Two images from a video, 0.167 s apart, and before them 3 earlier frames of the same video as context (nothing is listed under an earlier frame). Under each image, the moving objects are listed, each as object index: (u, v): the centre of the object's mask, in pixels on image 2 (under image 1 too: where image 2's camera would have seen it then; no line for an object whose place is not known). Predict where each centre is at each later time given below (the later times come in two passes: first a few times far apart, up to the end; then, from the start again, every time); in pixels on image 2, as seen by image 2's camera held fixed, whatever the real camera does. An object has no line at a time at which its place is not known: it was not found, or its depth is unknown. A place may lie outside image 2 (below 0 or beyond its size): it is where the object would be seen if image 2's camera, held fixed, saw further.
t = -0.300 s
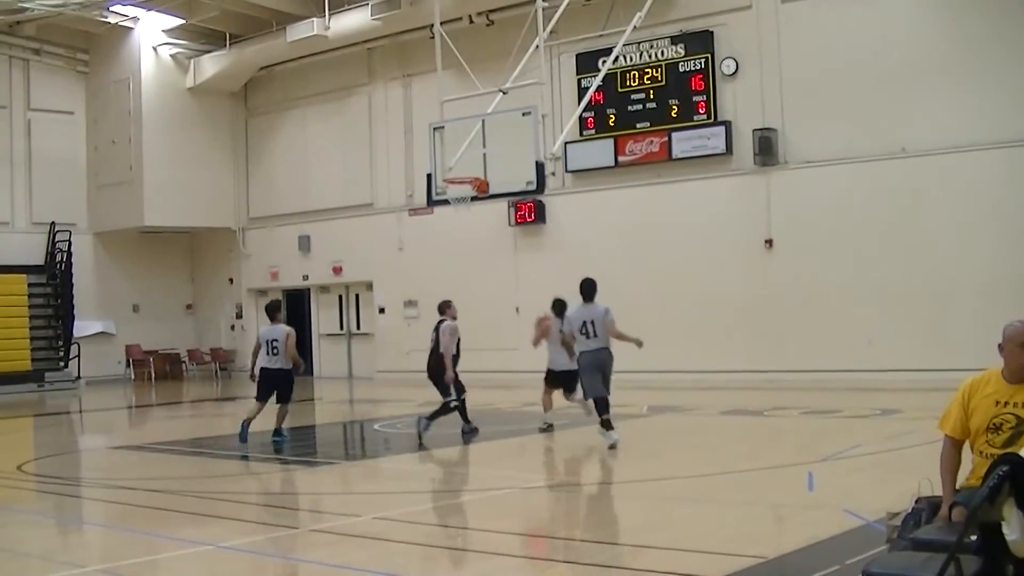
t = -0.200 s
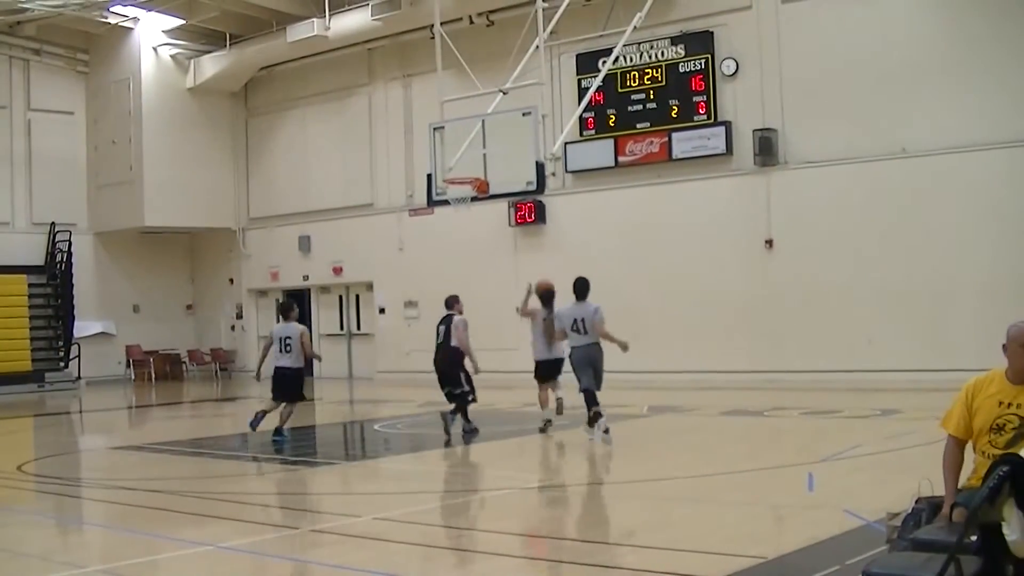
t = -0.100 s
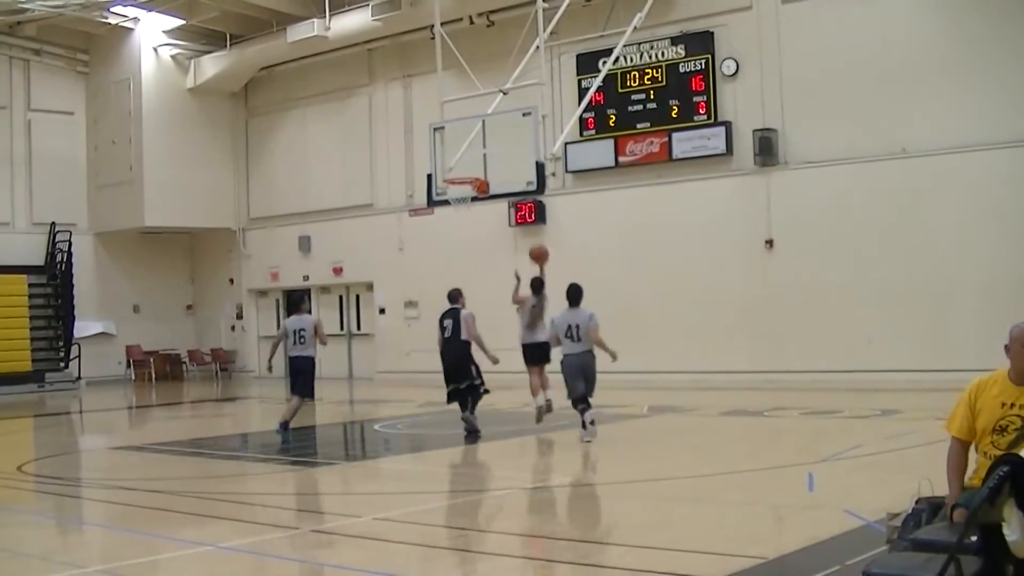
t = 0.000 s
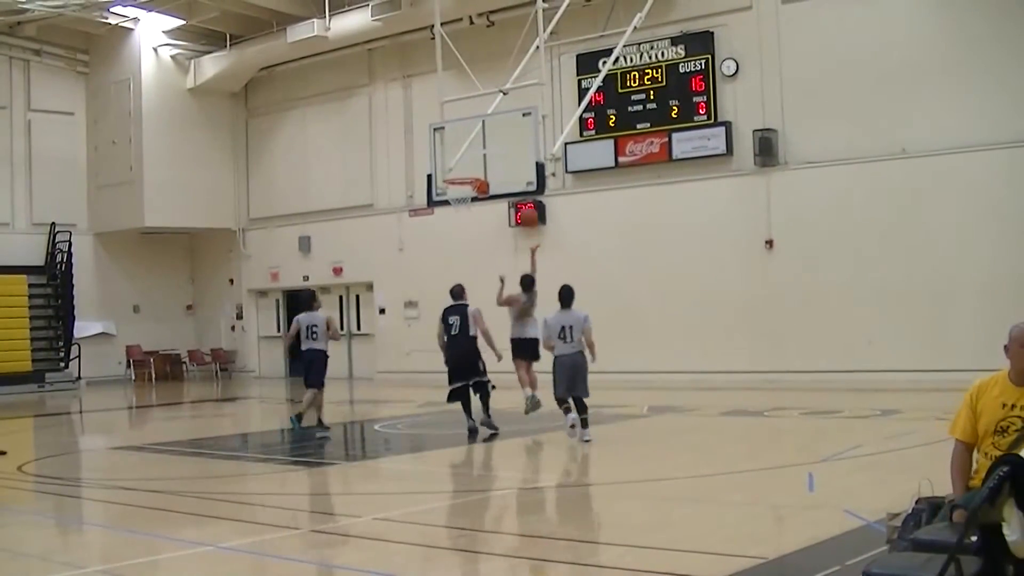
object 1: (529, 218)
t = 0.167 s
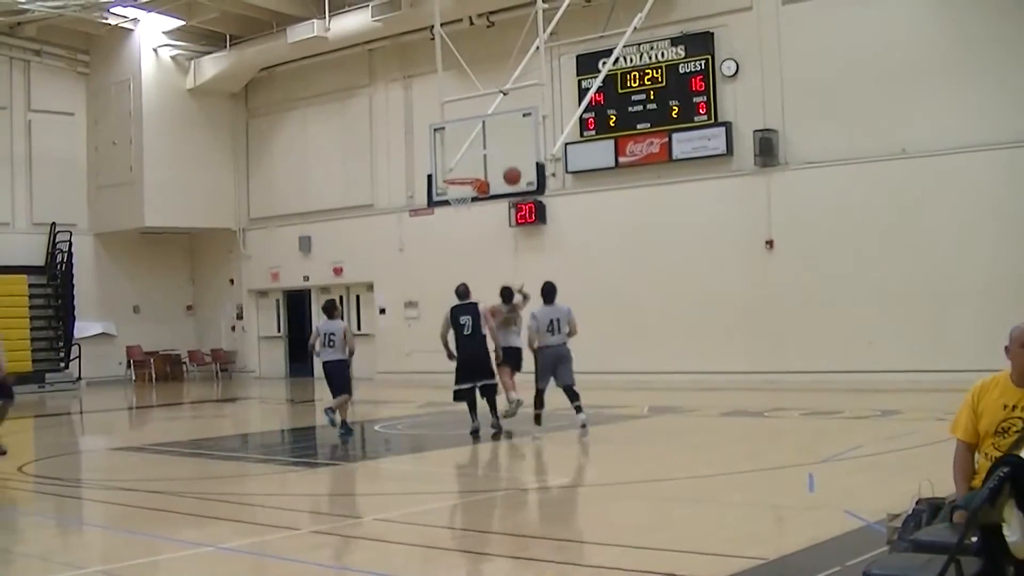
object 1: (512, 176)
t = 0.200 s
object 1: (509, 171)
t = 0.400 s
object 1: (485, 160)
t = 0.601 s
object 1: (458, 181)
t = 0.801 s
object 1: (451, 201)
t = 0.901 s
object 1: (457, 212)
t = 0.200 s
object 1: (509, 171)
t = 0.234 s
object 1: (506, 166)
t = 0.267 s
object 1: (503, 163)
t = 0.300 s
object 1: (499, 161)
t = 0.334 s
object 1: (494, 160)
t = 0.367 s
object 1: (490, 159)
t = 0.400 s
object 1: (485, 160)
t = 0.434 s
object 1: (480, 162)
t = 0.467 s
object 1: (476, 164)
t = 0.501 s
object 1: (471, 167)
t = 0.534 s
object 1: (467, 170)
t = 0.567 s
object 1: (462, 175)
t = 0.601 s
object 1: (458, 181)
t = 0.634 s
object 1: (453, 190)
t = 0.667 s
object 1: (450, 194)
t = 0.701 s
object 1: (449, 196)
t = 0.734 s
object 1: (449, 196)
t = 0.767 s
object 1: (449, 197)
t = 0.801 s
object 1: (451, 201)
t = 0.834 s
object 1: (453, 204)
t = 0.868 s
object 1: (455, 208)
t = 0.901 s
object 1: (457, 212)
